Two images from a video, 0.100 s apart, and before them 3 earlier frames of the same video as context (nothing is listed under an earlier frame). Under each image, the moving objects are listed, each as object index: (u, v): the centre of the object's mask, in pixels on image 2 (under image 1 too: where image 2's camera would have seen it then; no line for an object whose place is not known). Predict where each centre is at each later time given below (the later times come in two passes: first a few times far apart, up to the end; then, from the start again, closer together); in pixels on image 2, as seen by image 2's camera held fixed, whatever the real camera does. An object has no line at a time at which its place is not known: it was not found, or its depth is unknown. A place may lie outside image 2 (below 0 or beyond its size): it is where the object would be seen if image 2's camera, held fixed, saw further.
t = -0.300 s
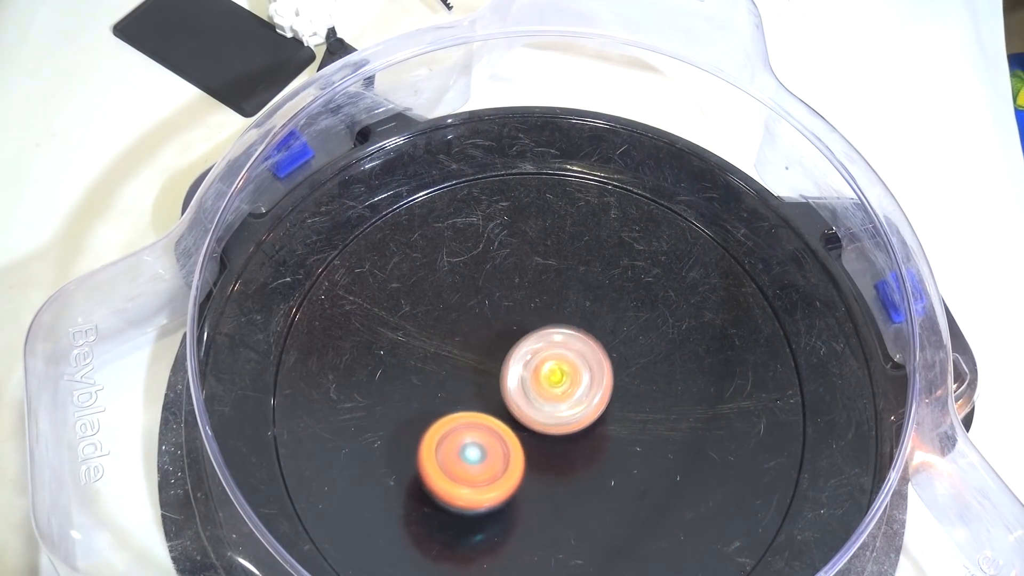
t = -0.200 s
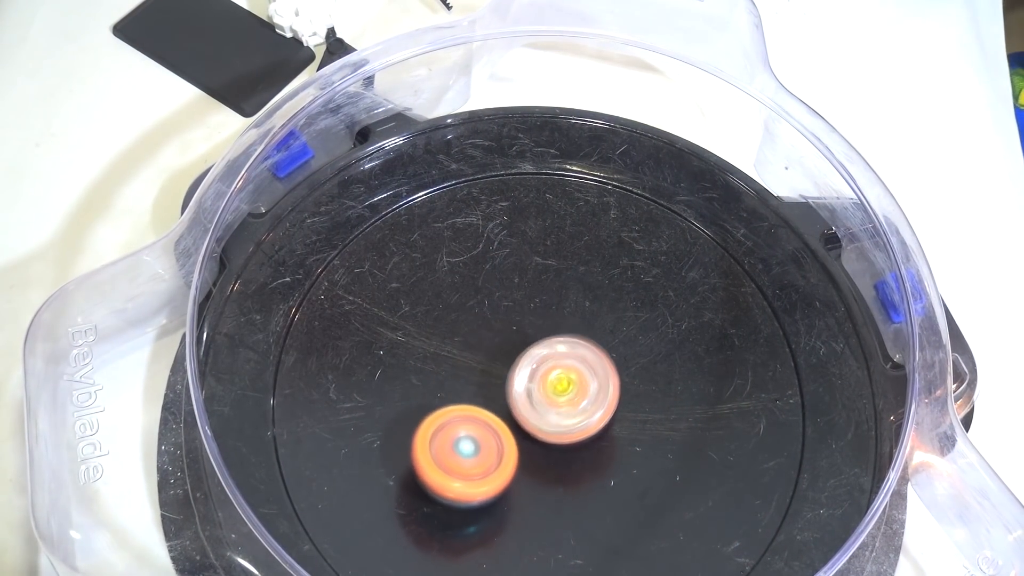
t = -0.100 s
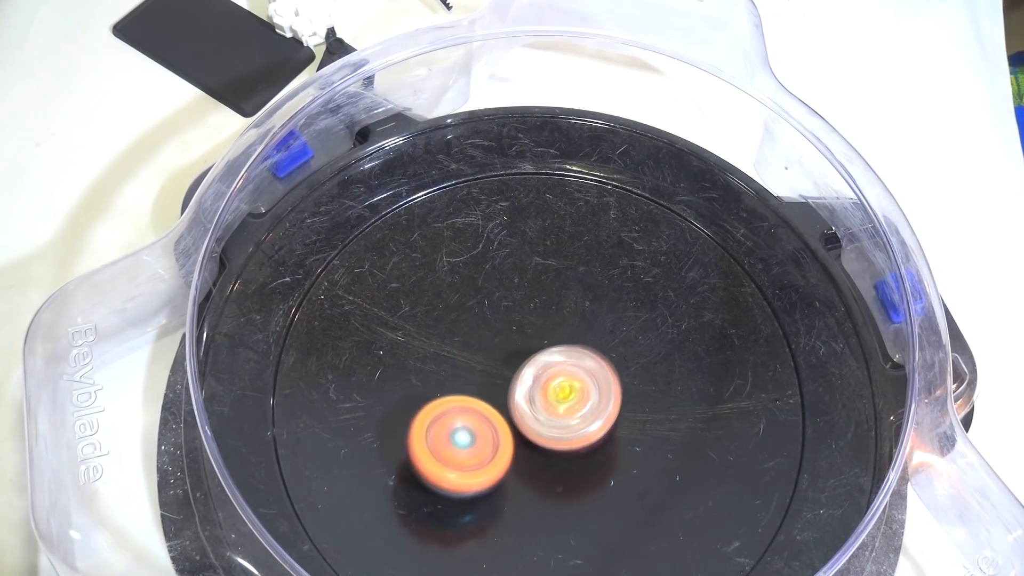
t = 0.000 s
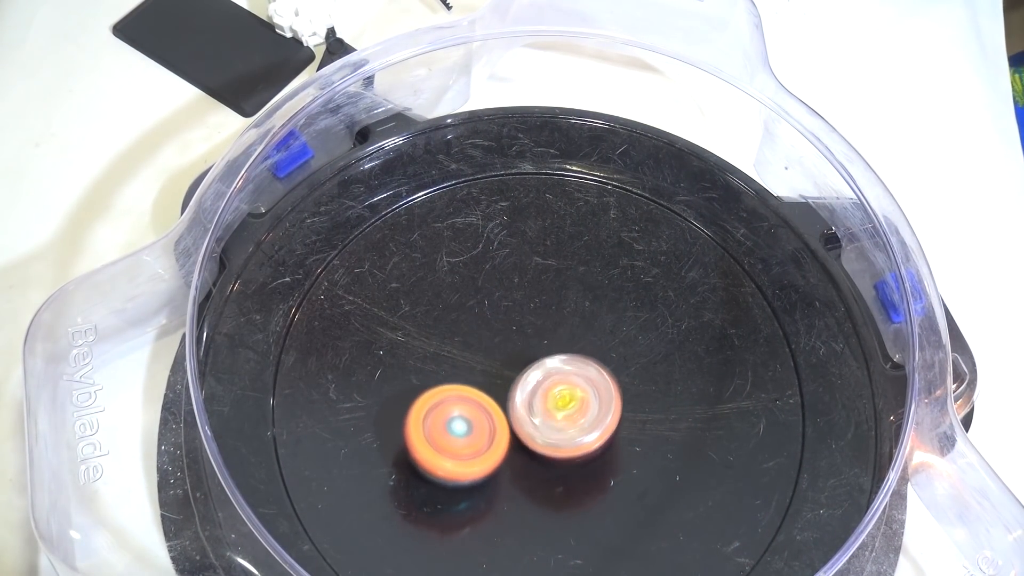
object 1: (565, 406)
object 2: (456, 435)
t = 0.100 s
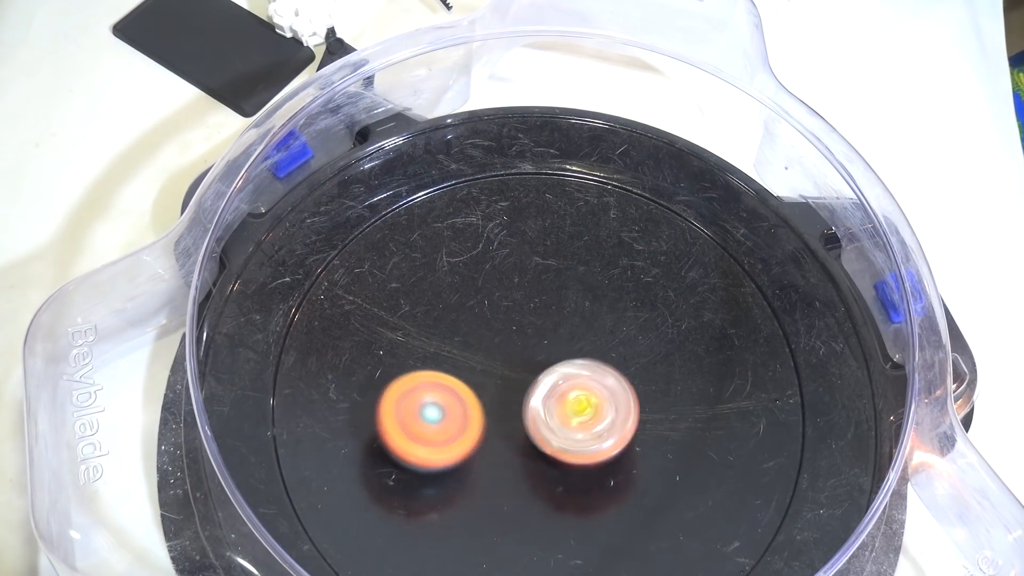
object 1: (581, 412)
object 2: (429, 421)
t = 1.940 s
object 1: (539, 401)
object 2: (560, 295)
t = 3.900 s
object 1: (505, 395)
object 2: (614, 420)
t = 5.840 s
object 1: (500, 333)
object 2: (551, 478)
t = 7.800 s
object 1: (511, 353)
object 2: (557, 455)
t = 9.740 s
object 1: (518, 354)
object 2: (569, 459)
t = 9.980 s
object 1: (524, 356)
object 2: (575, 458)
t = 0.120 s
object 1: (585, 413)
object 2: (422, 417)
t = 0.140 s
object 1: (589, 413)
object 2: (416, 414)
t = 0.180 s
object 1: (591, 415)
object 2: (407, 408)
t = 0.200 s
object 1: (592, 416)
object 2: (404, 406)
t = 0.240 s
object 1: (591, 417)
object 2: (400, 404)
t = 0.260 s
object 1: (589, 417)
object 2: (399, 403)
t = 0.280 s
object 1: (589, 417)
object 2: (399, 402)
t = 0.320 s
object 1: (586, 416)
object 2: (399, 402)
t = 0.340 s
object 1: (584, 416)
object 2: (400, 402)
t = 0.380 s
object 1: (580, 415)
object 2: (402, 401)
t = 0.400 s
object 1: (578, 413)
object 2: (403, 400)
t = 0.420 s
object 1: (576, 413)
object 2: (404, 400)
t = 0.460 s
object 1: (572, 411)
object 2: (407, 398)
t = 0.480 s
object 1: (570, 409)
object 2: (409, 397)
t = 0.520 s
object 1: (565, 406)
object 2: (412, 394)
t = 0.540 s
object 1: (563, 406)
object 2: (414, 392)
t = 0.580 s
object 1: (559, 403)
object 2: (418, 387)
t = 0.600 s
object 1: (557, 401)
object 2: (420, 384)
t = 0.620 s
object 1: (556, 400)
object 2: (422, 381)
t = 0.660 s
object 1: (552, 397)
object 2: (427, 374)
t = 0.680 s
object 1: (550, 395)
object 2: (429, 370)
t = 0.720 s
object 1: (547, 392)
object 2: (433, 363)
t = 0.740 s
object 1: (546, 390)
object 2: (435, 359)
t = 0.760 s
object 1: (545, 389)
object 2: (436, 355)
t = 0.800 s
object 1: (542, 386)
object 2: (439, 348)
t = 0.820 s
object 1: (542, 384)
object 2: (441, 345)
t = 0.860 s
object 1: (541, 383)
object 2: (442, 339)
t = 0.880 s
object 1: (541, 383)
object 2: (442, 335)
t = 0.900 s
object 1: (542, 382)
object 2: (442, 333)
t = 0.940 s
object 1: (544, 380)
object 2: (443, 328)
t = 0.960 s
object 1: (545, 380)
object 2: (444, 326)
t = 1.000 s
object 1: (545, 378)
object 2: (446, 322)
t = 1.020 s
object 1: (545, 377)
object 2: (447, 320)
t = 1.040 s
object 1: (546, 375)
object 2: (448, 319)
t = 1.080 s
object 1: (547, 373)
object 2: (450, 316)
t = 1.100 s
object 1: (547, 373)
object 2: (451, 315)
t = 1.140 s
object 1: (549, 372)
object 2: (454, 313)
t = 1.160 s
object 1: (550, 371)
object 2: (455, 312)
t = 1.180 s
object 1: (551, 371)
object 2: (457, 311)
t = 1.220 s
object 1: (552, 370)
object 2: (461, 309)
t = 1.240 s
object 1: (553, 369)
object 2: (464, 309)
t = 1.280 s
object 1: (554, 370)
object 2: (470, 308)
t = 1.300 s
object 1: (556, 371)
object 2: (472, 307)
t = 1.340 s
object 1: (560, 373)
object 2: (476, 303)
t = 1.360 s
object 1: (561, 374)
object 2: (477, 302)
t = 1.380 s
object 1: (562, 375)
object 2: (480, 301)
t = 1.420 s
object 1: (563, 377)
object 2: (485, 300)
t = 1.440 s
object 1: (564, 379)
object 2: (487, 299)
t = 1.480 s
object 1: (564, 380)
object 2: (493, 298)
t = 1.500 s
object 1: (564, 381)
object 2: (495, 298)
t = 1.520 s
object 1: (564, 382)
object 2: (498, 298)
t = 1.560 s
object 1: (564, 384)
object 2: (504, 297)
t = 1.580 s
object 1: (563, 386)
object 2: (507, 297)
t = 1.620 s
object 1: (562, 388)
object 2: (513, 296)
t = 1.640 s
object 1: (561, 389)
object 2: (516, 296)
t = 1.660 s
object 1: (561, 390)
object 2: (519, 296)
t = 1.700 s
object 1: (558, 392)
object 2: (525, 296)
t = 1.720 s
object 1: (557, 393)
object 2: (527, 296)
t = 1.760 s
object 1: (554, 395)
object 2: (534, 296)
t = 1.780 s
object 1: (554, 395)
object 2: (537, 296)
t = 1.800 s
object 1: (552, 396)
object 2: (540, 296)
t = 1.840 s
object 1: (548, 399)
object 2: (545, 295)
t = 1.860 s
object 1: (546, 399)
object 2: (549, 295)
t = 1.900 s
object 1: (542, 401)
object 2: (554, 294)
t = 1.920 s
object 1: (541, 401)
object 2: (557, 294)
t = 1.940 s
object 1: (539, 401)
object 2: (560, 295)
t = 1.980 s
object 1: (536, 401)
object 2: (568, 296)
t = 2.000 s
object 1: (535, 400)
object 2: (571, 298)
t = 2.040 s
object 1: (532, 399)
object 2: (577, 300)
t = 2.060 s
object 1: (531, 400)
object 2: (579, 302)
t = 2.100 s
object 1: (528, 399)
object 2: (583, 304)
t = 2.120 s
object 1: (527, 398)
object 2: (586, 305)
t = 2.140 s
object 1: (526, 397)
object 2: (588, 306)
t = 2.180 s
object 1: (524, 395)
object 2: (594, 309)
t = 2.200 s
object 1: (522, 394)
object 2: (596, 310)
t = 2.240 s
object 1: (521, 391)
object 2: (600, 312)
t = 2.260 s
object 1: (520, 390)
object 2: (602, 313)
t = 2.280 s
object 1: (519, 389)
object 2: (605, 314)
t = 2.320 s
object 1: (519, 386)
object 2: (609, 317)
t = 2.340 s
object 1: (518, 385)
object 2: (610, 318)
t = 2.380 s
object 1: (518, 382)
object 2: (613, 319)
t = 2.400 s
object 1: (518, 381)
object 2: (615, 321)
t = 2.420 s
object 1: (519, 379)
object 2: (617, 323)
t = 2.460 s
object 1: (520, 377)
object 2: (619, 328)
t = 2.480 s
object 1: (520, 376)
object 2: (620, 329)
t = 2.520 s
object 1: (522, 374)
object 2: (620, 333)
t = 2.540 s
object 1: (521, 372)
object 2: (621, 334)
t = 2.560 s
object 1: (511, 374)
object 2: (635, 331)
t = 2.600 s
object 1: (494, 376)
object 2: (663, 328)
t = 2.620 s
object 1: (489, 376)
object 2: (672, 328)
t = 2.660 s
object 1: (486, 375)
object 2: (681, 329)
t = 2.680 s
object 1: (486, 375)
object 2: (681, 329)
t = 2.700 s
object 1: (487, 375)
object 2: (680, 329)
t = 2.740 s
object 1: (486, 376)
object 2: (675, 328)
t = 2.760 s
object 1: (486, 376)
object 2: (672, 327)
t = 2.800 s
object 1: (487, 377)
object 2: (666, 326)
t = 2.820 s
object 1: (488, 377)
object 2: (662, 326)
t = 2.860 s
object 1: (490, 377)
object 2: (656, 326)
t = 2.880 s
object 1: (490, 377)
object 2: (654, 327)
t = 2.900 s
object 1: (491, 378)
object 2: (651, 329)
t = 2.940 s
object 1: (494, 380)
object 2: (648, 334)
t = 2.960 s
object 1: (495, 380)
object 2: (647, 337)
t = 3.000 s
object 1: (498, 382)
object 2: (645, 344)
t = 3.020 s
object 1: (499, 382)
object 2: (644, 348)
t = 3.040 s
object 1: (500, 384)
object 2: (644, 352)
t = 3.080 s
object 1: (500, 384)
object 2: (643, 359)
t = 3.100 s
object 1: (502, 384)
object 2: (642, 363)
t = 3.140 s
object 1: (504, 387)
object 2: (641, 372)
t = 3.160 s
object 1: (505, 388)
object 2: (641, 377)
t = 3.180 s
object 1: (506, 390)
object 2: (640, 383)
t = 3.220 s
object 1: (509, 392)
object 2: (638, 391)
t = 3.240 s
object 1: (510, 394)
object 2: (636, 393)
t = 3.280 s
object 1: (512, 397)
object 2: (634, 400)
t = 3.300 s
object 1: (513, 398)
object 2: (633, 405)
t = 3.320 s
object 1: (514, 400)
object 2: (632, 410)
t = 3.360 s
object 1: (516, 403)
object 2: (630, 417)
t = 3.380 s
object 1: (517, 404)
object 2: (630, 420)
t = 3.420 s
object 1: (518, 407)
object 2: (629, 427)
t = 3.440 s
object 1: (518, 408)
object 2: (629, 432)
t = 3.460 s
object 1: (518, 409)
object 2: (630, 436)
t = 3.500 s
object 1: (519, 410)
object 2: (629, 443)
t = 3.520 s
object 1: (519, 411)
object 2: (629, 444)
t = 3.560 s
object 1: (516, 412)
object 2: (632, 446)
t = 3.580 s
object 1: (511, 410)
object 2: (639, 449)
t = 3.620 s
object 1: (505, 407)
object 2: (648, 453)
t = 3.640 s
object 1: (504, 406)
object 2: (650, 454)
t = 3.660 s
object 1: (503, 405)
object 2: (651, 453)
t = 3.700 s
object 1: (502, 403)
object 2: (648, 450)
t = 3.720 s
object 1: (503, 403)
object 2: (646, 448)
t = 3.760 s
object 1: (503, 401)
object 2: (640, 442)
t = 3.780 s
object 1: (503, 400)
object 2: (636, 439)
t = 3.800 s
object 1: (503, 400)
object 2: (632, 435)
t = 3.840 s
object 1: (504, 398)
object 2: (624, 429)
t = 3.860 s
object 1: (504, 397)
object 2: (621, 425)
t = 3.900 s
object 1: (505, 395)
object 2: (614, 420)
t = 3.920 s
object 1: (501, 391)
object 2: (618, 421)
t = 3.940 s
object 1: (488, 382)
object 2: (631, 427)
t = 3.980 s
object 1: (472, 369)
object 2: (651, 437)
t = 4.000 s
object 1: (467, 364)
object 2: (656, 441)
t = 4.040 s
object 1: (462, 357)
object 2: (660, 445)
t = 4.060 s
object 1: (461, 354)
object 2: (659, 447)
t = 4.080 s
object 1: (460, 351)
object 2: (657, 448)
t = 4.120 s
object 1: (460, 348)
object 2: (649, 448)
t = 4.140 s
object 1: (460, 345)
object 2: (644, 447)
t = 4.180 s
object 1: (461, 341)
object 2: (633, 444)
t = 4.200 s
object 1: (463, 340)
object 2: (628, 442)
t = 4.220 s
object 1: (465, 339)
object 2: (622, 440)
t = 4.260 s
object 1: (468, 336)
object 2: (612, 435)
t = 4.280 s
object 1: (470, 336)
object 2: (607, 433)
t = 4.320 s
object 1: (476, 335)
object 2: (598, 429)
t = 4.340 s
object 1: (478, 334)
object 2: (594, 428)
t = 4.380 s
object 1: (485, 336)
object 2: (585, 426)
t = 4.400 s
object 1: (489, 336)
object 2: (581, 425)
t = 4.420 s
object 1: (491, 337)
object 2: (577, 424)
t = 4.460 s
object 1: (500, 341)
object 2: (570, 423)
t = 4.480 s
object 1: (504, 339)
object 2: (569, 426)
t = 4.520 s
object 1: (509, 340)
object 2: (566, 433)
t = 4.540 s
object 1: (512, 342)
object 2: (565, 435)
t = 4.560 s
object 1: (512, 338)
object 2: (567, 450)
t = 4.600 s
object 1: (516, 322)
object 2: (569, 484)
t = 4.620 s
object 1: (518, 320)
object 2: (570, 496)
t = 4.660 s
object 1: (522, 319)
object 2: (570, 513)
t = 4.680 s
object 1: (525, 322)
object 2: (569, 516)
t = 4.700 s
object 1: (525, 323)
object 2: (569, 517)
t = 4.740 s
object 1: (526, 330)
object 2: (568, 515)
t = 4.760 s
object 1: (527, 332)
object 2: (568, 513)
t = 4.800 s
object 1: (528, 339)
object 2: (568, 508)
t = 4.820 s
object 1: (529, 342)
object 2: (568, 506)
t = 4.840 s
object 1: (529, 345)
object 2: (567, 504)
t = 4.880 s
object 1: (529, 353)
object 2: (567, 498)
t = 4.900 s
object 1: (529, 358)
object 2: (566, 496)
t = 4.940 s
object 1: (528, 366)
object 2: (564, 490)
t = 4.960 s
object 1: (526, 371)
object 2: (563, 487)
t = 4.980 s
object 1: (524, 375)
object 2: (562, 484)
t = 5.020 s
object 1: (521, 378)
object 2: (560, 488)
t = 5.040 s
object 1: (519, 366)
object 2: (561, 504)
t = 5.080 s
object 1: (512, 353)
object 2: (563, 527)
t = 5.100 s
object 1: (512, 347)
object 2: (562, 531)
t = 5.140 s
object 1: (507, 347)
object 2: (560, 534)
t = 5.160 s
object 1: (505, 345)
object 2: (559, 534)
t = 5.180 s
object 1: (503, 345)
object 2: (559, 532)
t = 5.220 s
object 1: (500, 344)
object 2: (559, 529)
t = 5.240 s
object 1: (499, 344)
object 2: (559, 527)
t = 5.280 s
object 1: (496, 343)
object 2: (560, 520)
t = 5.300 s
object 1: (496, 343)
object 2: (560, 516)
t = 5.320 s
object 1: (496, 343)
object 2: (561, 512)
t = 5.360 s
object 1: (494, 342)
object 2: (562, 505)
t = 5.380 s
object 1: (495, 342)
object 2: (563, 502)
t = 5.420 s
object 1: (494, 342)
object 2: (564, 495)
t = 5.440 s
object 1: (495, 342)
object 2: (564, 492)
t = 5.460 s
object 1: (495, 341)
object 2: (564, 489)
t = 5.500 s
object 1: (497, 342)
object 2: (562, 481)
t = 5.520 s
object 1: (496, 341)
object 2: (561, 477)
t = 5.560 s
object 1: (498, 343)
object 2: (558, 467)
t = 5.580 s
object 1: (498, 343)
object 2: (556, 462)
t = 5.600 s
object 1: (499, 345)
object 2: (554, 457)
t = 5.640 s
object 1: (500, 347)
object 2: (550, 449)
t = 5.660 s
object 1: (501, 348)
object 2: (548, 446)
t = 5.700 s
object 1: (499, 336)
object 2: (552, 460)
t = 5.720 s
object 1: (496, 331)
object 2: (554, 469)
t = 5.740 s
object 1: (498, 328)
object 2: (554, 475)
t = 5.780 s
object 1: (501, 329)
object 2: (554, 481)
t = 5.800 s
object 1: (502, 330)
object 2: (553, 481)
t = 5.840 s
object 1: (500, 333)
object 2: (551, 478)
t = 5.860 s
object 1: (500, 334)
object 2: (550, 476)
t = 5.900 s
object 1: (500, 336)
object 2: (549, 469)
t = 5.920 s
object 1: (501, 337)
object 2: (548, 466)
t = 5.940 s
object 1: (500, 339)
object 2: (548, 463)
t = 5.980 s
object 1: (499, 341)
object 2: (547, 456)
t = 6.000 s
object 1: (498, 343)
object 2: (547, 453)
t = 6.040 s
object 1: (499, 346)
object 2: (546, 446)
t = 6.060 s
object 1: (498, 347)
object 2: (546, 443)
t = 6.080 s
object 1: (497, 346)
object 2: (546, 443)
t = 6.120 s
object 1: (500, 345)
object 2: (545, 443)
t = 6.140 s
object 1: (501, 344)
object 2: (546, 445)
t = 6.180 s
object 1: (502, 344)
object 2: (546, 446)
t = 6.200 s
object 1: (501, 344)
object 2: (546, 445)
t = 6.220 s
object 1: (499, 345)
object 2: (545, 443)
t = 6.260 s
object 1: (497, 344)
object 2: (546, 439)
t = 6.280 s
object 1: (496, 342)
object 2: (546, 439)
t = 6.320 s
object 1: (498, 333)
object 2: (548, 447)
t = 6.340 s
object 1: (498, 331)
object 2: (548, 448)
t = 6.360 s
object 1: (501, 329)
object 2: (548, 449)
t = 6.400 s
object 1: (502, 332)
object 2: (548, 447)
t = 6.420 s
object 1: (502, 331)
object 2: (548, 445)
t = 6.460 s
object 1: (503, 333)
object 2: (549, 441)
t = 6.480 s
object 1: (502, 334)
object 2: (549, 439)
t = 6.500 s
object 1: (503, 335)
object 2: (550, 437)
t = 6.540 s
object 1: (503, 336)
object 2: (550, 434)
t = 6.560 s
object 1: (504, 337)
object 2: (551, 432)
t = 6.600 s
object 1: (504, 334)
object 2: (552, 437)
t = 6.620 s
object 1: (505, 334)
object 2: (553, 440)
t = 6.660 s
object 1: (506, 336)
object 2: (553, 441)
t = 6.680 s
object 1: (506, 338)
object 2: (553, 441)
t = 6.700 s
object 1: (507, 340)
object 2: (553, 440)
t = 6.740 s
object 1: (508, 344)
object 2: (554, 438)
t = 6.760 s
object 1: (510, 342)
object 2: (554, 442)
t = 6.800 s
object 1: (514, 342)
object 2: (554, 447)
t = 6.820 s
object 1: (514, 344)
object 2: (553, 448)
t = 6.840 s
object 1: (514, 347)
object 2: (553, 447)
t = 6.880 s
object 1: (510, 350)
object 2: (554, 446)
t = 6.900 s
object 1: (509, 349)
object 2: (555, 446)
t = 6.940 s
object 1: (510, 348)
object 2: (556, 447)
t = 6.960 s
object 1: (510, 348)
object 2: (556, 446)
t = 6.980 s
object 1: (512, 351)
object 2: (557, 446)
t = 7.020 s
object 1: (509, 345)
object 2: (561, 458)
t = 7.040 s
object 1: (508, 341)
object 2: (563, 464)
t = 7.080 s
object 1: (507, 339)
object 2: (564, 470)
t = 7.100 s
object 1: (508, 339)
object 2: (564, 470)
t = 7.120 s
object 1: (508, 338)
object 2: (565, 470)
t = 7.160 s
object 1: (506, 338)
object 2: (565, 468)
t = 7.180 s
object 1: (506, 338)
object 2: (566, 467)
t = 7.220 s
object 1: (505, 339)
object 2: (566, 465)
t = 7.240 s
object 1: (506, 339)
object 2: (566, 464)
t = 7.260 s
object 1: (505, 340)
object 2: (566, 463)
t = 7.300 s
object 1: (505, 341)
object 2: (567, 460)
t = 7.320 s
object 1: (506, 343)
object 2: (567, 459)
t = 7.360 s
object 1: (505, 345)
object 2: (566, 456)
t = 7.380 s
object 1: (505, 346)
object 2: (566, 455)
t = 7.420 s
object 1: (507, 348)
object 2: (566, 452)
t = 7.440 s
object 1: (506, 351)
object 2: (565, 451)
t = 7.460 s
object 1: (508, 353)
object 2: (565, 449)
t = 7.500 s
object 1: (507, 357)
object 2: (564, 447)
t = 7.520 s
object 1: (506, 357)
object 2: (564, 448)
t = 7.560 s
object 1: (507, 358)
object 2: (564, 449)
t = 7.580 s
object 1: (506, 360)
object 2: (564, 449)
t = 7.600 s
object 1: (506, 358)
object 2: (564, 452)
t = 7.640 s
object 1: (507, 359)
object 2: (563, 454)
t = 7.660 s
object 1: (506, 360)
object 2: (562, 453)
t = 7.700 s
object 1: (504, 359)
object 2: (560, 452)
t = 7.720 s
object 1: (506, 358)
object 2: (559, 452)
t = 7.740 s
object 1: (506, 357)
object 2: (558, 452)
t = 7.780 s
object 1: (509, 354)
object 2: (558, 455)
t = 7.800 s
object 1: (511, 353)
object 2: (557, 455)
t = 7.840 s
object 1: (511, 350)
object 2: (555, 453)
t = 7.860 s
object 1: (510, 349)
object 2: (554, 452)
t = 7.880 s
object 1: (512, 347)
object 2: (554, 450)
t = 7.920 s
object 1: (515, 346)
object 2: (553, 446)
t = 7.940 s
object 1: (515, 346)
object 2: (552, 444)
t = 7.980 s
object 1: (517, 343)
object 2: (552, 446)
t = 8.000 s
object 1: (521, 342)
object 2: (551, 446)
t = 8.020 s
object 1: (522, 343)
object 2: (550, 445)
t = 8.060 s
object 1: (526, 344)
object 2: (546, 447)
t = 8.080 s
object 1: (530, 341)
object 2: (543, 457)
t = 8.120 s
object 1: (537, 333)
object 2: (536, 473)
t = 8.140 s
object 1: (539, 334)
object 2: (533, 478)
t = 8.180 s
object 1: (544, 337)
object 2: (529, 480)
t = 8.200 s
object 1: (544, 340)
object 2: (529, 480)
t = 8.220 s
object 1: (545, 344)
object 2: (530, 479)
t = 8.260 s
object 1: (545, 349)
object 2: (531, 478)
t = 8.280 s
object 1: (544, 351)
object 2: (531, 478)
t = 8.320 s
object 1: (544, 356)
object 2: (532, 476)
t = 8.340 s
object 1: (543, 358)
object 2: (532, 476)
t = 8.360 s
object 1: (542, 360)
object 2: (533, 475)
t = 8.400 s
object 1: (537, 366)
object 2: (533, 473)
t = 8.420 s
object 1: (534, 369)
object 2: (534, 472)
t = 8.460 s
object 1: (529, 369)
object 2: (530, 474)
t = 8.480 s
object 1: (525, 367)
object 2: (527, 479)
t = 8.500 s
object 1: (523, 366)
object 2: (524, 481)
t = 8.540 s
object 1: (520, 366)
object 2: (519, 480)
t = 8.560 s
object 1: (517, 370)
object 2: (519, 479)
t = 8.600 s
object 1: (513, 371)
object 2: (520, 477)
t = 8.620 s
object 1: (510, 371)
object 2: (520, 477)
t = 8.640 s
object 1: (508, 370)
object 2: (520, 476)
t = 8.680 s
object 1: (503, 366)
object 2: (521, 475)
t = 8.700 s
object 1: (501, 364)
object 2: (521, 474)
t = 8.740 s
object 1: (500, 361)
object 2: (521, 472)
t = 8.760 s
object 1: (500, 358)
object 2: (521, 472)
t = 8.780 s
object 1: (501, 357)
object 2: (522, 471)
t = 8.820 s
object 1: (501, 354)
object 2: (522, 467)
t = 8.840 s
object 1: (502, 354)
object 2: (522, 466)
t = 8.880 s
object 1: (505, 352)
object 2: (523, 463)
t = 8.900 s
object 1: (505, 352)
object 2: (524, 461)
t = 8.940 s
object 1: (508, 353)
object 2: (525, 458)
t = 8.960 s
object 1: (510, 353)
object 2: (526, 456)
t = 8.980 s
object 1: (512, 353)
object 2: (526, 460)
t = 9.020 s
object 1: (514, 345)
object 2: (526, 474)
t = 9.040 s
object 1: (517, 342)
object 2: (526, 477)
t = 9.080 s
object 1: (525, 343)
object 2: (527, 477)
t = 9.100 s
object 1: (525, 346)
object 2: (527, 476)
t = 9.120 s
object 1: (526, 349)
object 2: (529, 475)
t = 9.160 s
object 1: (522, 354)
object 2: (531, 472)
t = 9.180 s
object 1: (520, 355)
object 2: (532, 471)
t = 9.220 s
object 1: (519, 357)
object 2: (536, 468)
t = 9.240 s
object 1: (518, 358)
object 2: (537, 466)
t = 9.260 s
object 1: (518, 360)
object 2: (538, 465)
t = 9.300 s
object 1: (514, 363)
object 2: (541, 462)
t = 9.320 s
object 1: (512, 363)
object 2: (543, 462)
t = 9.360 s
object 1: (510, 362)
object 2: (545, 467)
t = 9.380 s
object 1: (512, 362)
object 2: (545, 467)
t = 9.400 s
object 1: (512, 362)
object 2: (545, 466)
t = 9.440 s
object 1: (511, 363)
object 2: (547, 463)
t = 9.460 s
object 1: (509, 360)
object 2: (550, 464)
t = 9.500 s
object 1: (507, 355)
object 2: (552, 466)
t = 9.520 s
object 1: (509, 354)
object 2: (554, 465)
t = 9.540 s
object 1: (511, 356)
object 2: (555, 464)
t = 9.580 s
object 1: (515, 357)
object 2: (557, 461)
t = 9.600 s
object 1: (514, 359)
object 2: (559, 460)
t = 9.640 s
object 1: (513, 360)
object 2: (562, 457)
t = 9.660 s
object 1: (513, 361)
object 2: (563, 456)
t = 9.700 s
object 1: (513, 359)
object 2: (566, 454)
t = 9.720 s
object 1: (516, 356)
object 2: (568, 457)
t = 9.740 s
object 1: (518, 354)
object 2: (569, 459)
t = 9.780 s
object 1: (525, 355)
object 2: (571, 459)
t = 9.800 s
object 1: (525, 357)
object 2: (571, 458)
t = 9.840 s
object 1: (523, 361)
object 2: (573, 455)
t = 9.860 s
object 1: (520, 362)
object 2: (573, 455)
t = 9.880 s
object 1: (518, 359)
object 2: (574, 458)
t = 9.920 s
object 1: (517, 355)
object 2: (574, 460)
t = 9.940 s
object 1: (520, 355)
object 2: (574, 460)
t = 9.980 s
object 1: (524, 356)
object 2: (575, 458)
